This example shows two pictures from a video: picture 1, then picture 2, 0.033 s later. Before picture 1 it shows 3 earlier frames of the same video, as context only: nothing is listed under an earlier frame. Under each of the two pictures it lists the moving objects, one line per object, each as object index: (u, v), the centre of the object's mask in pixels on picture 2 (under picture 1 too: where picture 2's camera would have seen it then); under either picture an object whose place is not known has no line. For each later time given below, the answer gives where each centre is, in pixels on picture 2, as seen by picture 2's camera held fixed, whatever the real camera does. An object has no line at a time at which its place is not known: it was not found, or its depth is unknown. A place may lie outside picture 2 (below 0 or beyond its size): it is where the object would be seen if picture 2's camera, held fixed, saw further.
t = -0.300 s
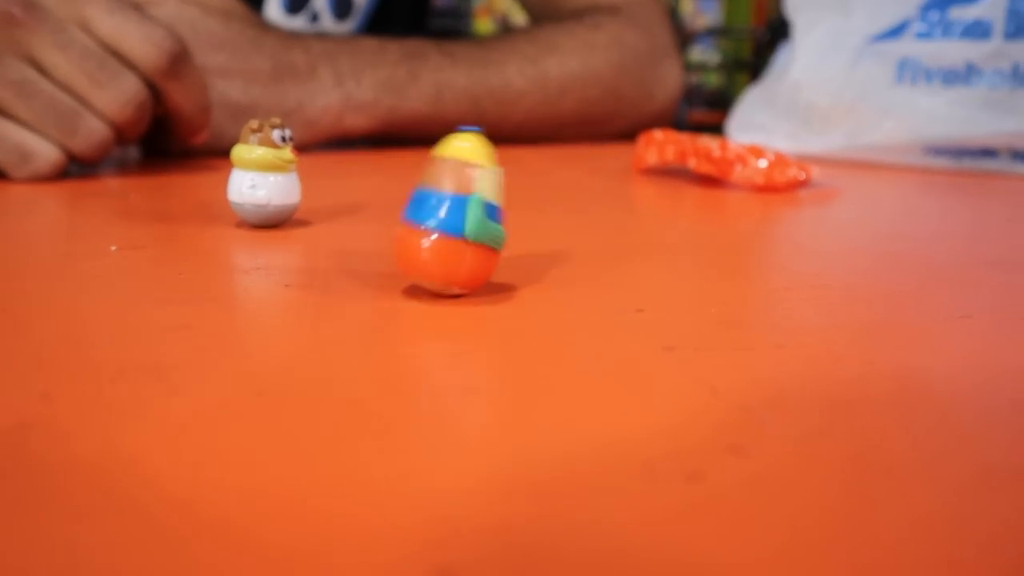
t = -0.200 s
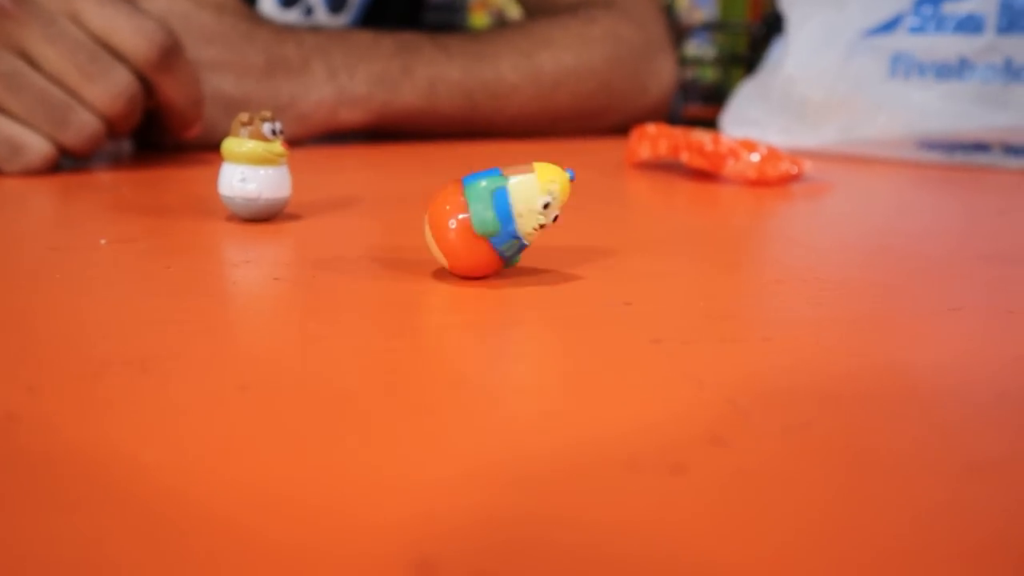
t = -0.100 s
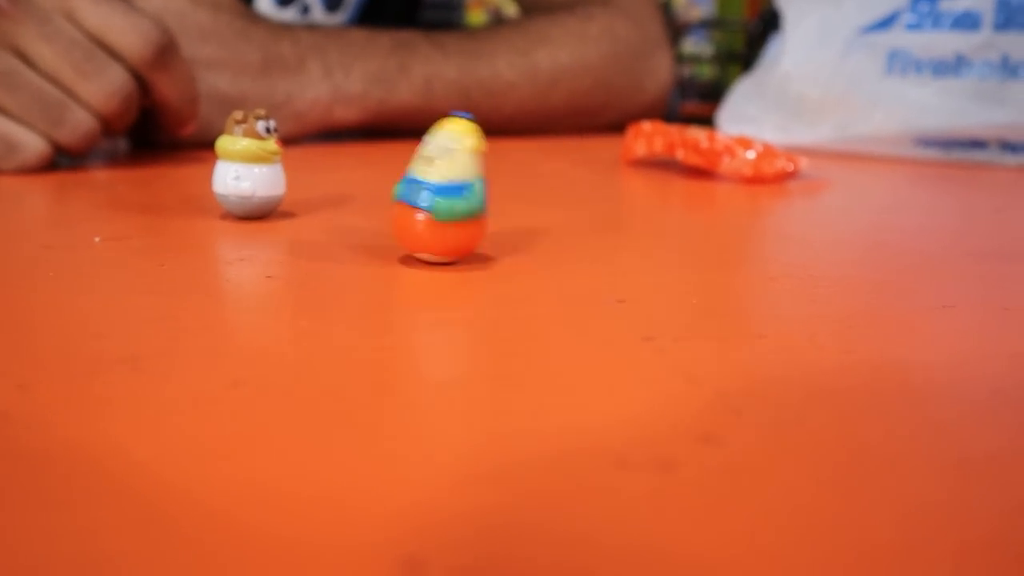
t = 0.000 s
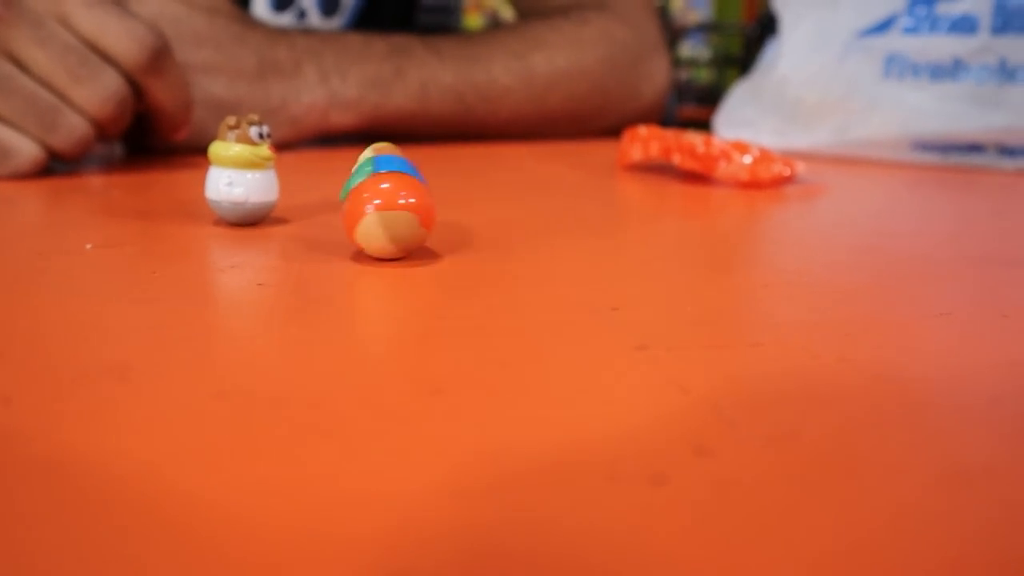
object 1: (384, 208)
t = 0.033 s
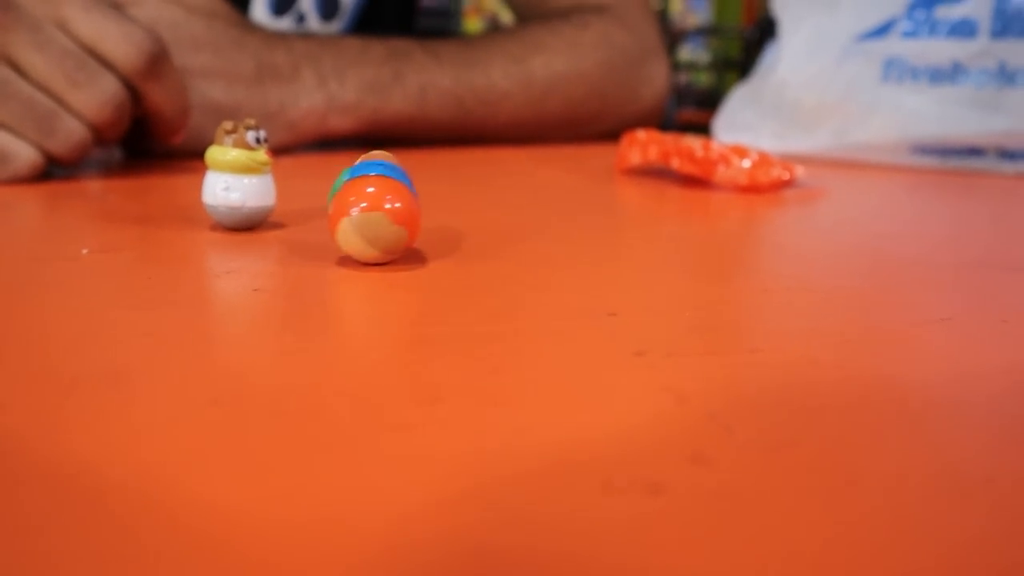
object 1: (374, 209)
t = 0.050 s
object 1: (369, 209)
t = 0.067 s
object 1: (364, 208)
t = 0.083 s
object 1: (359, 207)
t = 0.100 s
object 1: (354, 206)
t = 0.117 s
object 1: (347, 204)
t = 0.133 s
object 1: (336, 203)
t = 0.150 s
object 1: (324, 204)
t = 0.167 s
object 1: (312, 205)
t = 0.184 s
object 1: (301, 208)
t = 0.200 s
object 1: (293, 212)
